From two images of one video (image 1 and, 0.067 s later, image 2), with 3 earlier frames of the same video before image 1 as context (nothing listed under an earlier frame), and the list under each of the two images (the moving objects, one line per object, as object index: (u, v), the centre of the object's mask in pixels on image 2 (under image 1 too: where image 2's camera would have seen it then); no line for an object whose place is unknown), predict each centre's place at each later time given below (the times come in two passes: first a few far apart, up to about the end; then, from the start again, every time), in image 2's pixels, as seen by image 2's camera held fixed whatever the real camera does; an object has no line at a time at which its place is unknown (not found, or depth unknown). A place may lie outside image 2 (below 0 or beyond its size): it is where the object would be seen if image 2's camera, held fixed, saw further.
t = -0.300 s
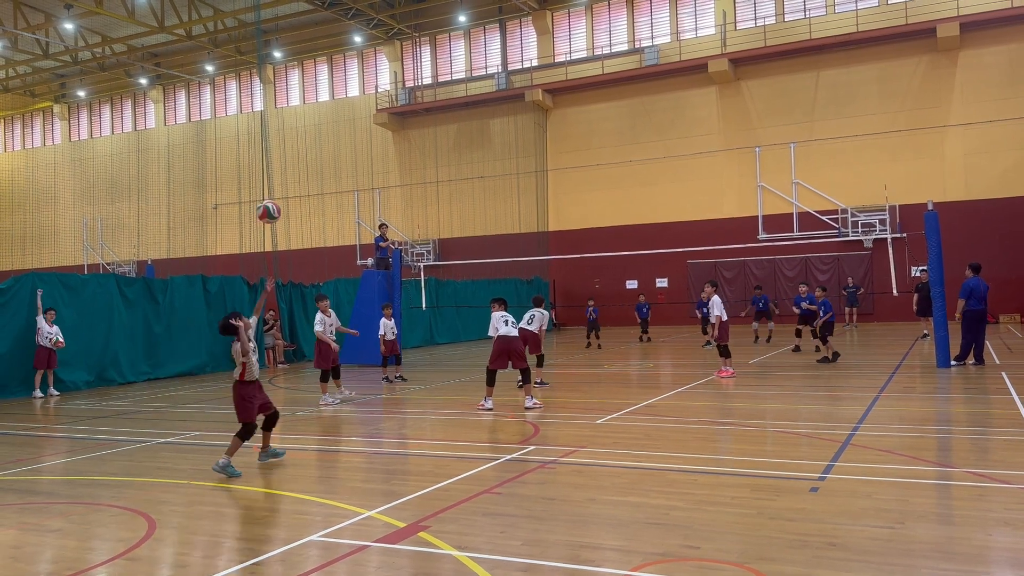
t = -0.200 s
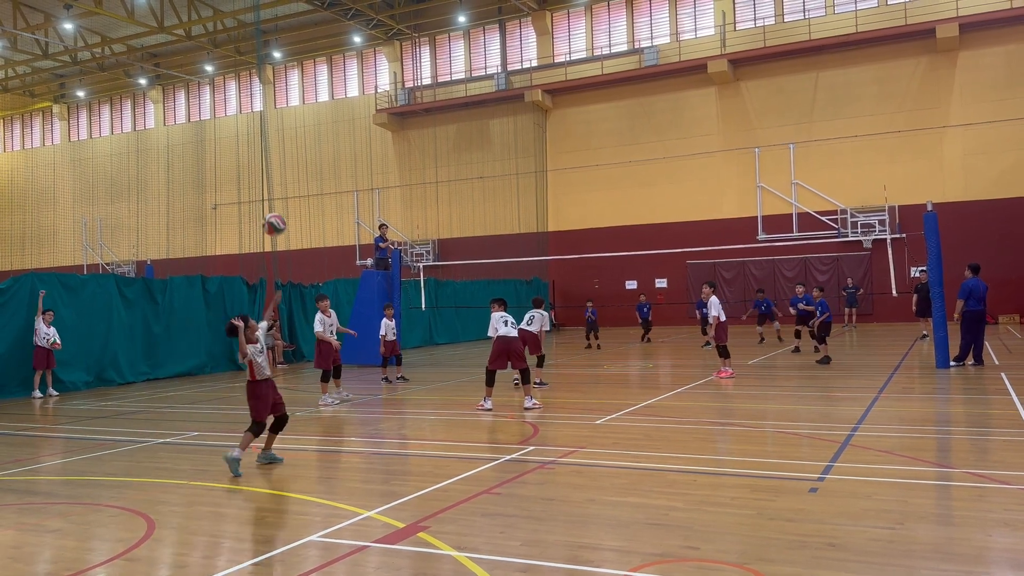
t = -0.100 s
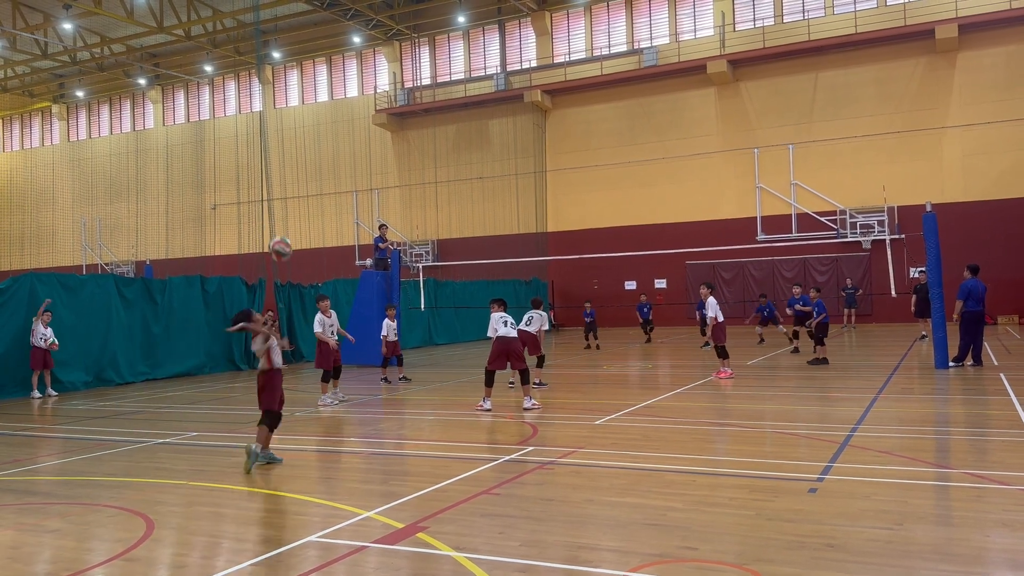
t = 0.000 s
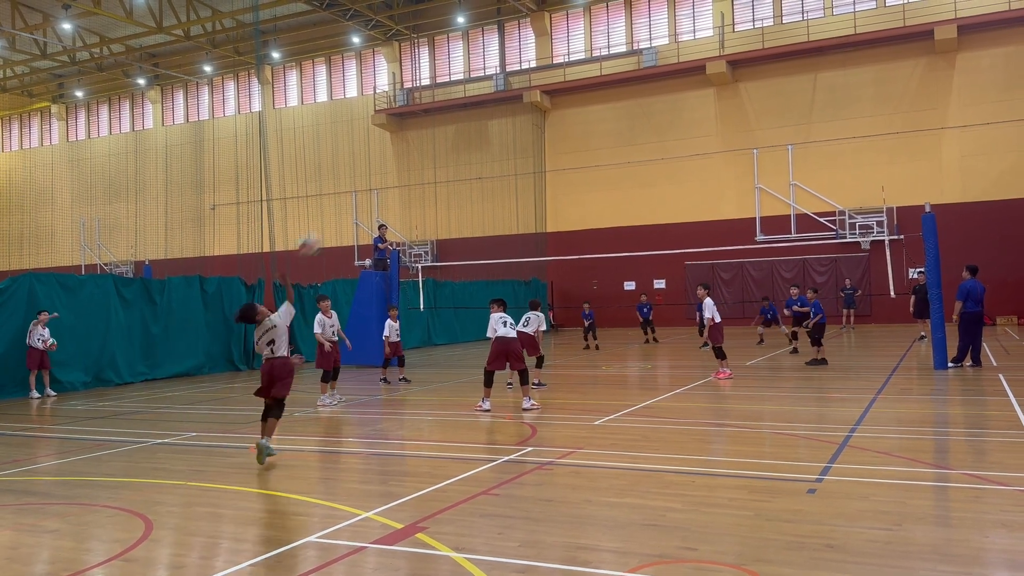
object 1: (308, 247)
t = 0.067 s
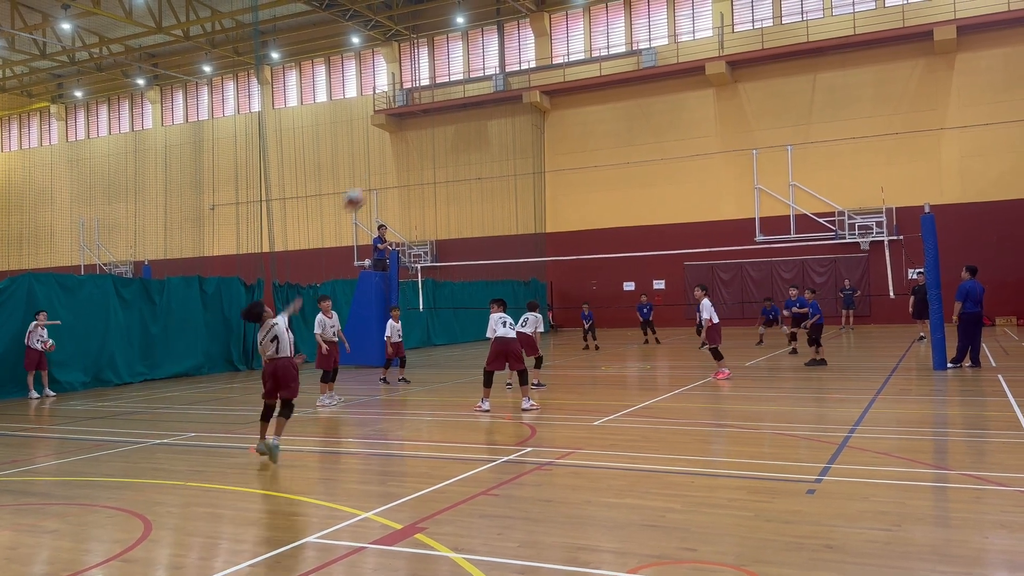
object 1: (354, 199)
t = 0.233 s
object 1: (444, 124)
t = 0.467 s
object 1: (529, 88)
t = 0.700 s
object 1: (586, 97)
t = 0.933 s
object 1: (630, 135)
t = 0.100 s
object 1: (375, 179)
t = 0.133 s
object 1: (393, 162)
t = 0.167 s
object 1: (412, 148)
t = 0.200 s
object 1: (428, 135)
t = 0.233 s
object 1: (444, 124)
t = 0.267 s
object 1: (459, 115)
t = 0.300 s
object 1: (472, 106)
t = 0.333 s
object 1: (485, 101)
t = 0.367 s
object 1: (497, 97)
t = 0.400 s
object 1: (508, 93)
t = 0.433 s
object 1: (517, 89)
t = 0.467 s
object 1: (529, 88)
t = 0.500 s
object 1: (538, 86)
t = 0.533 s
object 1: (547, 86)
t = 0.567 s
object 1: (556, 88)
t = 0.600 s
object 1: (564, 89)
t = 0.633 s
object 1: (572, 91)
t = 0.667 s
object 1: (579, 94)
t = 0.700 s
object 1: (586, 97)
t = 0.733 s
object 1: (594, 102)
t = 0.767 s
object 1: (600, 106)
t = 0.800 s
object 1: (607, 111)
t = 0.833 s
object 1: (613, 116)
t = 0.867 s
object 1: (619, 122)
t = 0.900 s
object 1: (624, 129)
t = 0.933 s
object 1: (630, 135)
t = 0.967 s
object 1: (635, 142)
